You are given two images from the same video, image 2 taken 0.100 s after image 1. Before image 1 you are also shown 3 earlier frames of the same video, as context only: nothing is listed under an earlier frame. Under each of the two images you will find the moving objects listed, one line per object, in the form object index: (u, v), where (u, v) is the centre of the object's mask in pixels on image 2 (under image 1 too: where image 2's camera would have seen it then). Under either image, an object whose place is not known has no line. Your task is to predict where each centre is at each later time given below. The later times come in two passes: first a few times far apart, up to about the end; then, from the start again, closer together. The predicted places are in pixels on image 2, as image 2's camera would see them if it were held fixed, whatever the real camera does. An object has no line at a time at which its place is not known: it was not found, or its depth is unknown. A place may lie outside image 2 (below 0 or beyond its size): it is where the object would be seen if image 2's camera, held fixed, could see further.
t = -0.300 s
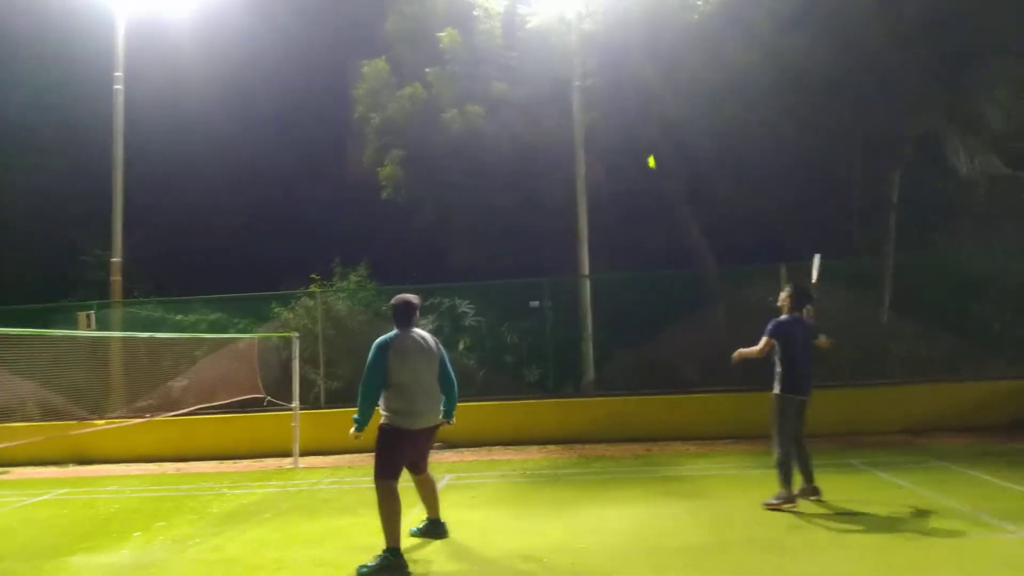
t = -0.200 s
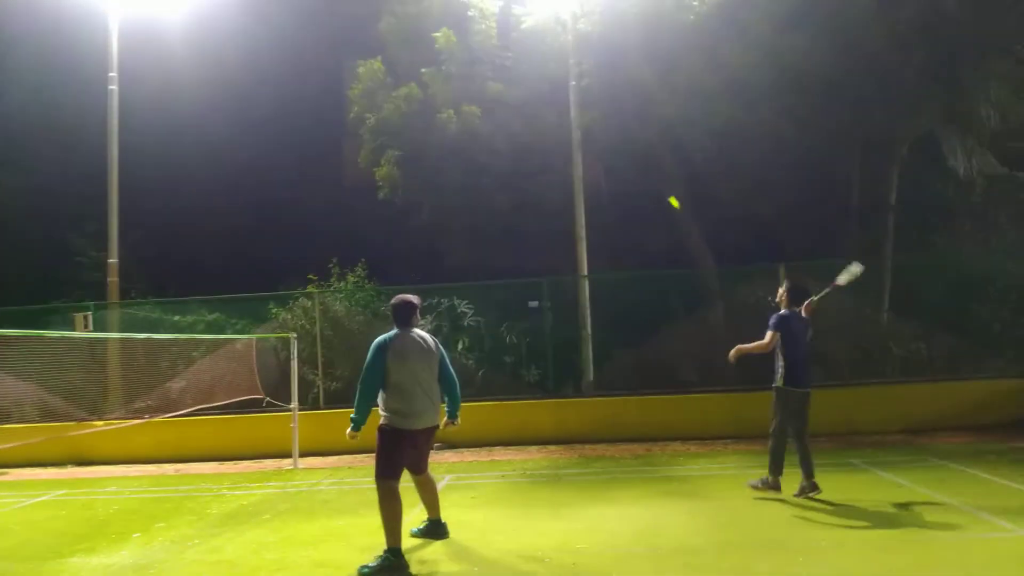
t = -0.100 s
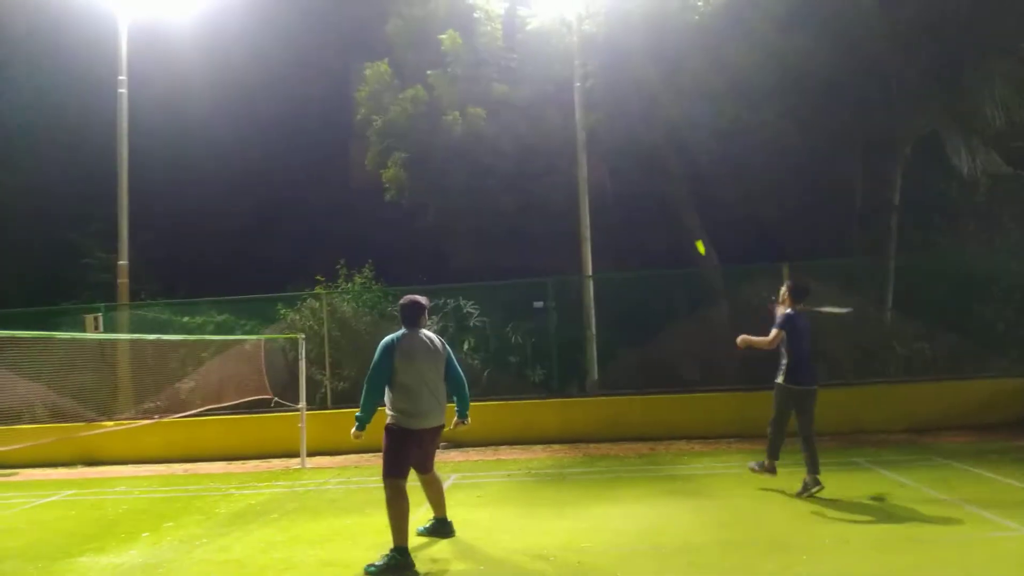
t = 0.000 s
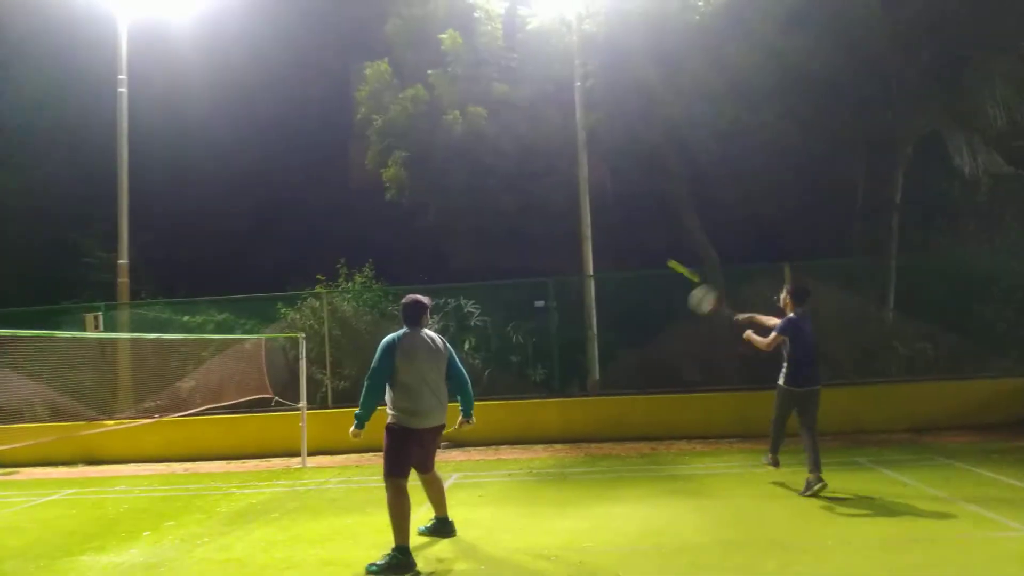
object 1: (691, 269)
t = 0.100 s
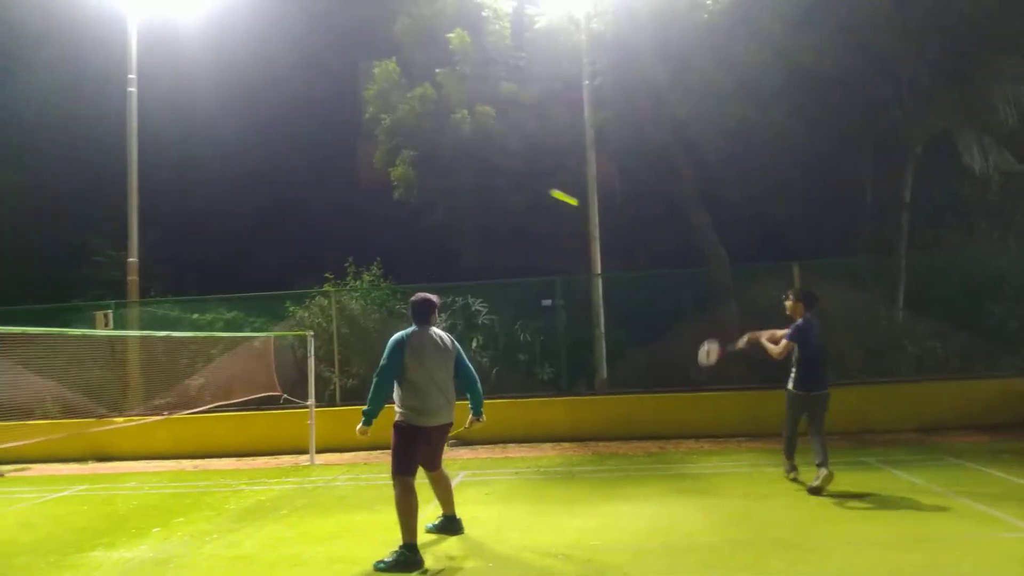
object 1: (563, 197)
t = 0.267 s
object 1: (367, 120)
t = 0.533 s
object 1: (94, 81)
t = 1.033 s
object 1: (-329, 313)
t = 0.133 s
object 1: (522, 181)
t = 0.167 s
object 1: (482, 163)
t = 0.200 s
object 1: (443, 148)
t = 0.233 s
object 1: (405, 133)
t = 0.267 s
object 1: (367, 120)
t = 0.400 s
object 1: (226, 86)
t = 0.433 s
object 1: (192, 81)
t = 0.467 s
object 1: (159, 80)
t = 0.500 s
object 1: (126, 80)
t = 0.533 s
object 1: (94, 81)
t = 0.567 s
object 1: (62, 83)
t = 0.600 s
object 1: (30, 88)
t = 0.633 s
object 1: (-3, 95)
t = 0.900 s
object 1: (-223, 213)
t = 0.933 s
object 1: (-251, 235)
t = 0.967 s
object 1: (-278, 260)
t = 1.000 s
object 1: (-304, 286)
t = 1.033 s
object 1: (-329, 313)
